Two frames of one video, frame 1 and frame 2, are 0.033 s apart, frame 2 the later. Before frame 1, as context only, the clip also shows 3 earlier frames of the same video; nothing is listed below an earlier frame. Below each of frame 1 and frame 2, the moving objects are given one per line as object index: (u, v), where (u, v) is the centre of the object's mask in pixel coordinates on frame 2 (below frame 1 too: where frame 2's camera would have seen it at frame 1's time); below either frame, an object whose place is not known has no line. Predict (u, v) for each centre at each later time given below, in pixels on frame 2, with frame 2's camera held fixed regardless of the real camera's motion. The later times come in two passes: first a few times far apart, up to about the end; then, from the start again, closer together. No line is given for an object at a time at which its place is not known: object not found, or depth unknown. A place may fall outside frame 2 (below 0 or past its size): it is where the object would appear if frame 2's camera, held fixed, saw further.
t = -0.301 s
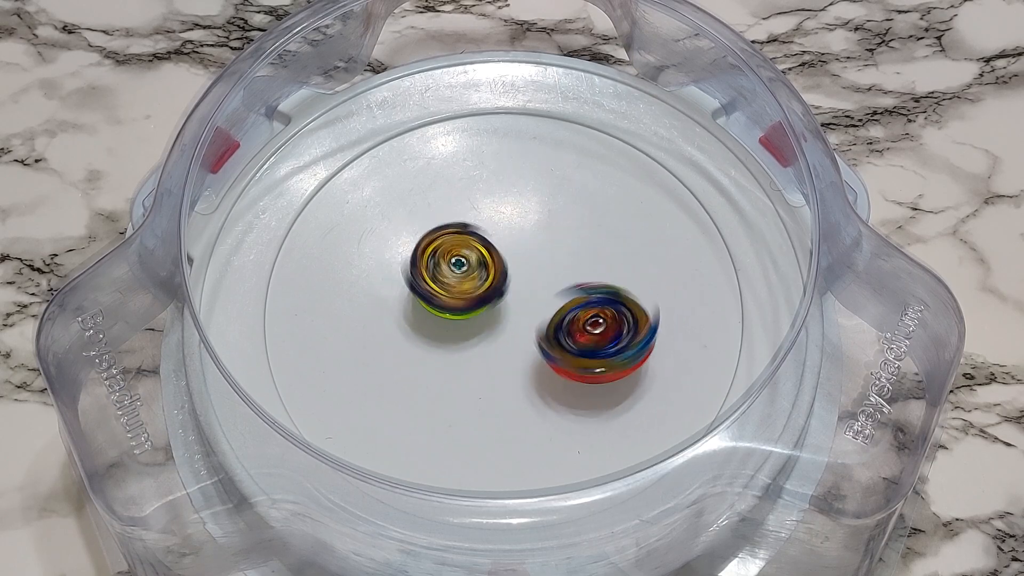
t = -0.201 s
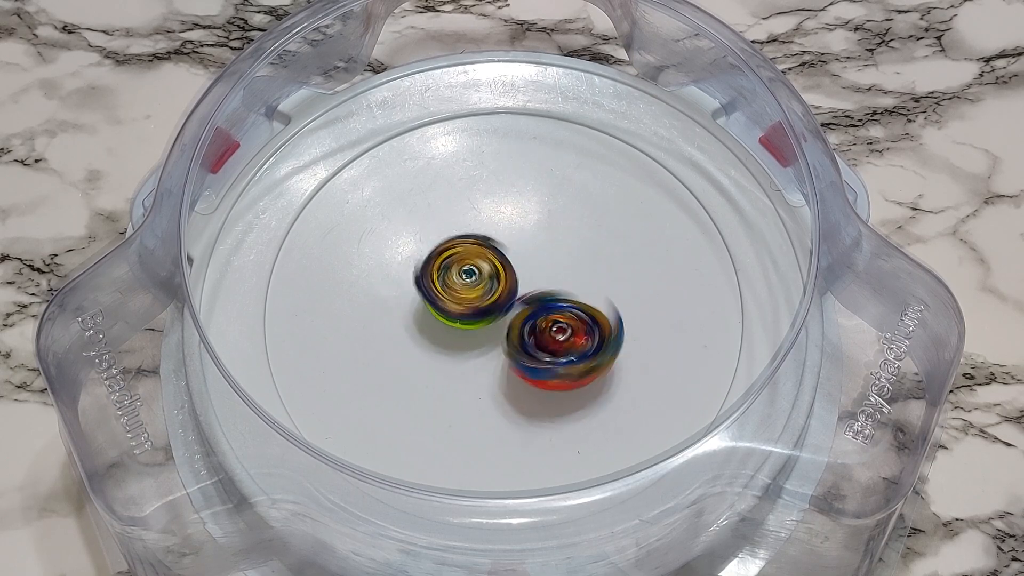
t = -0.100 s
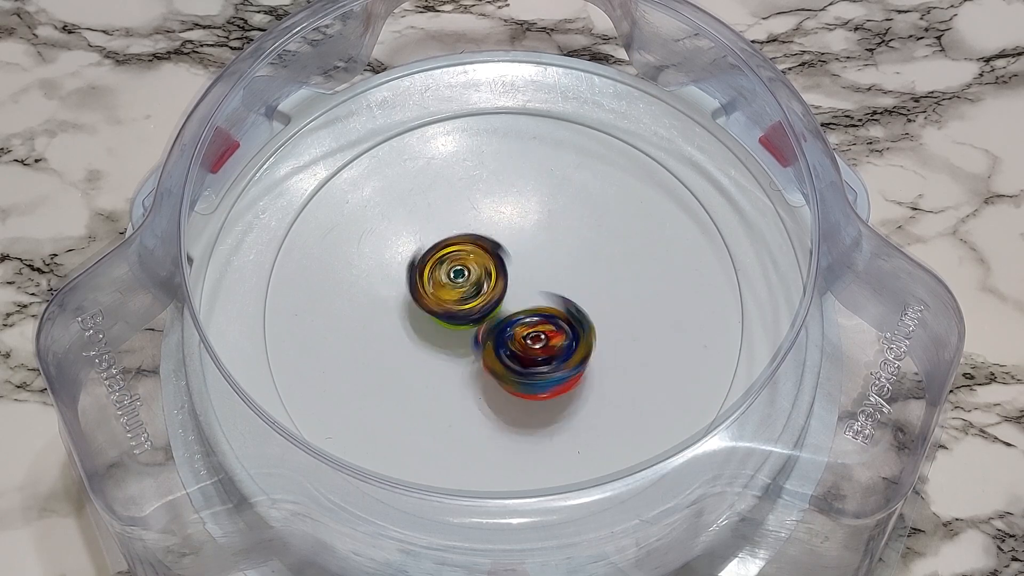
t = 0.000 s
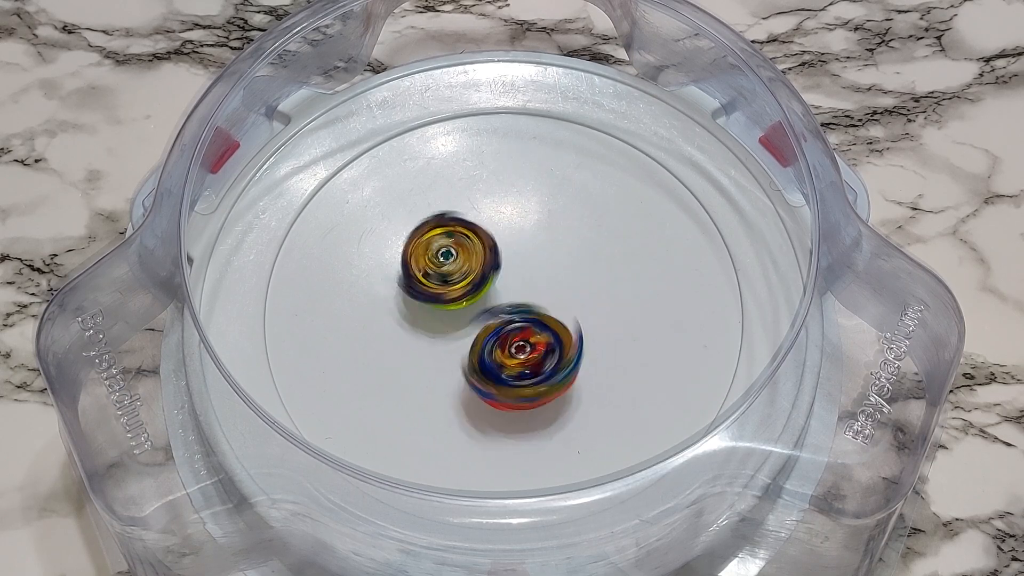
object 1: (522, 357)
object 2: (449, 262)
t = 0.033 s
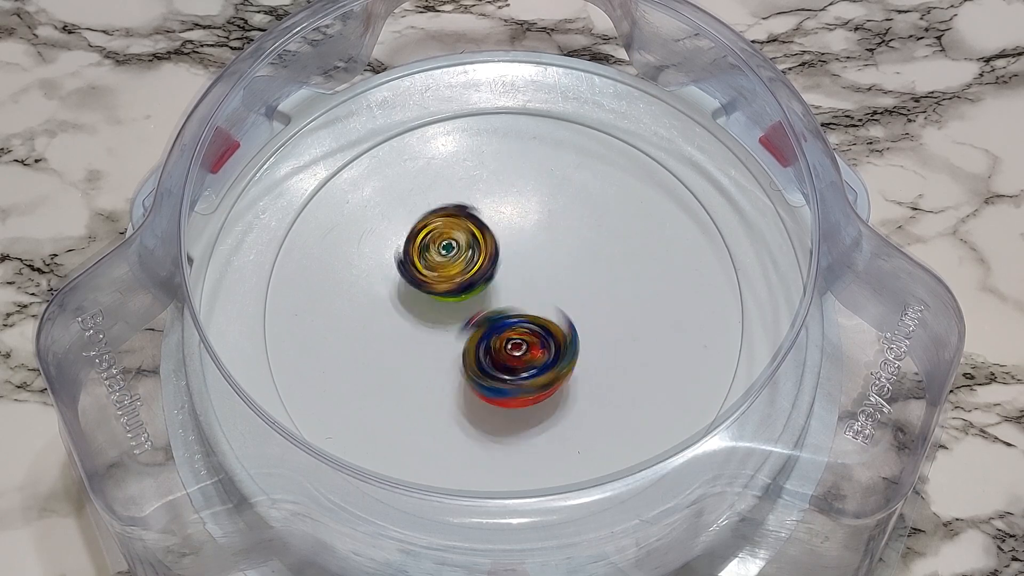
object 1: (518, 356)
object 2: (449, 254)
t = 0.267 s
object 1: (490, 334)
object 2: (469, 232)
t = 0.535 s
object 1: (479, 331)
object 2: (516, 218)
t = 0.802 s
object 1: (481, 326)
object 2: (560, 240)
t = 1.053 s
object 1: (476, 323)
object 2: (578, 281)
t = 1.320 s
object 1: (446, 312)
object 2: (558, 299)
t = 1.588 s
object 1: (438, 289)
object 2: (555, 294)
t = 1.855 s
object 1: (447, 275)
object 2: (572, 307)
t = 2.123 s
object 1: (447, 272)
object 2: (571, 310)
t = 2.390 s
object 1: (455, 268)
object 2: (544, 294)
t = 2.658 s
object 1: (456, 263)
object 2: (549, 282)
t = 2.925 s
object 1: (458, 266)
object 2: (543, 281)
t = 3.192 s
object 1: (458, 266)
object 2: (542, 280)
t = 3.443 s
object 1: (458, 268)
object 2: (545, 282)
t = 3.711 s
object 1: (458, 268)
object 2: (547, 284)
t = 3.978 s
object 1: (457, 267)
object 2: (542, 281)
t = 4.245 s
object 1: (457, 268)
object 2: (542, 281)
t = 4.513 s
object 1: (457, 268)
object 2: (542, 281)
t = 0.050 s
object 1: (516, 356)
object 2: (451, 250)
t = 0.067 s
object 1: (514, 355)
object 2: (450, 247)
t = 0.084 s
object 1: (512, 355)
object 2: (451, 245)
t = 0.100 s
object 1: (510, 355)
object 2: (453, 242)
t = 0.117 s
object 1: (507, 354)
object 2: (455, 241)
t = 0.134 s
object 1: (504, 353)
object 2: (457, 238)
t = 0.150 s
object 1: (503, 351)
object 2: (458, 237)
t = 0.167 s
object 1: (501, 349)
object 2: (461, 237)
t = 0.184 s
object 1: (500, 347)
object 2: (461, 235)
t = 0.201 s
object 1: (499, 345)
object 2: (463, 235)
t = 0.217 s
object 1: (496, 342)
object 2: (465, 234)
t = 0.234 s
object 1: (493, 338)
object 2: (465, 233)
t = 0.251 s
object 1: (491, 337)
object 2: (468, 233)
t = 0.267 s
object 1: (490, 334)
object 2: (469, 232)
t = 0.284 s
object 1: (489, 330)
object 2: (470, 233)
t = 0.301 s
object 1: (487, 329)
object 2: (473, 232)
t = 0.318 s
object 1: (485, 329)
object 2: (474, 229)
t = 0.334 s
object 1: (482, 330)
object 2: (475, 226)
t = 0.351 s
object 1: (478, 332)
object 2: (478, 223)
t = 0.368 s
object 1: (477, 332)
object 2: (481, 221)
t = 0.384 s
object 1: (477, 332)
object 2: (486, 220)
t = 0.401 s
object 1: (478, 332)
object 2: (491, 217)
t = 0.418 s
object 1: (479, 332)
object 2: (494, 217)
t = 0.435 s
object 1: (479, 333)
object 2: (498, 217)
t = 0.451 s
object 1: (480, 333)
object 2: (501, 216)
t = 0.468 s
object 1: (481, 333)
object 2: (504, 216)
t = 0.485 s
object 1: (481, 334)
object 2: (508, 216)
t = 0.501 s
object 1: (480, 333)
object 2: (510, 217)
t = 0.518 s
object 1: (480, 332)
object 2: (512, 218)
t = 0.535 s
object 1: (479, 331)
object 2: (516, 218)
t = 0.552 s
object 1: (479, 329)
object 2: (517, 219)
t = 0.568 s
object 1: (481, 327)
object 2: (521, 221)
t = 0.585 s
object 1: (483, 326)
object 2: (523, 221)
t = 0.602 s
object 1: (485, 324)
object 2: (525, 223)
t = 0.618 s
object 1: (488, 323)
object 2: (528, 226)
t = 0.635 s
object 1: (489, 323)
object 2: (530, 228)
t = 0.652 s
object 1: (487, 323)
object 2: (533, 229)
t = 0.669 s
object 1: (485, 323)
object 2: (536, 229)
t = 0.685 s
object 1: (483, 322)
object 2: (538, 231)
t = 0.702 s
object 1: (485, 321)
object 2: (540, 233)
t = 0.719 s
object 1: (487, 320)
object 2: (544, 236)
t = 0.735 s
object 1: (489, 320)
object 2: (547, 238)
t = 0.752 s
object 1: (490, 320)
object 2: (549, 240)
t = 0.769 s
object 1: (488, 323)
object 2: (554, 239)
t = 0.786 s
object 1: (484, 325)
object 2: (557, 239)
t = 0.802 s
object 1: (481, 326)
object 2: (560, 240)
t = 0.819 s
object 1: (477, 326)
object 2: (563, 241)
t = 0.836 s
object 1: (475, 326)
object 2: (568, 242)
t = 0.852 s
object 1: (474, 326)
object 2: (573, 245)
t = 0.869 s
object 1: (475, 327)
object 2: (578, 246)
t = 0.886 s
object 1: (475, 328)
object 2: (580, 248)
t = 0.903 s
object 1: (475, 328)
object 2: (581, 252)
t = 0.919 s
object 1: (475, 328)
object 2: (582, 254)
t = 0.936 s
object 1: (475, 329)
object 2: (582, 257)
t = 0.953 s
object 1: (475, 329)
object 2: (582, 261)
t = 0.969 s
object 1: (474, 329)
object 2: (584, 264)
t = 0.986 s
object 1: (474, 329)
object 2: (584, 267)
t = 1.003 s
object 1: (474, 328)
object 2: (584, 271)
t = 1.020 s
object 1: (473, 326)
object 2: (582, 274)
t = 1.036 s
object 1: (474, 325)
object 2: (579, 277)
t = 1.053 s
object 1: (476, 323)
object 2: (578, 281)
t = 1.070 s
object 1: (478, 322)
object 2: (576, 284)
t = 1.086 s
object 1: (474, 321)
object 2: (577, 285)
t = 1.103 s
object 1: (469, 322)
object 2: (579, 286)
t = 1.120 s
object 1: (464, 321)
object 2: (581, 287)
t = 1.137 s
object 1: (460, 320)
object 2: (581, 288)
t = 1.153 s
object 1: (457, 319)
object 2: (579, 289)
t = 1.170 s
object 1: (455, 319)
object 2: (579, 291)
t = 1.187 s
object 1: (453, 318)
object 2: (577, 292)
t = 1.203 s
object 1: (452, 317)
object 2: (575, 293)
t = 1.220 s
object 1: (451, 317)
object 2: (574, 296)
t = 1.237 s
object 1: (449, 316)
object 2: (573, 298)
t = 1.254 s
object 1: (448, 316)
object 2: (572, 299)
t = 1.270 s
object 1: (447, 315)
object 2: (570, 300)
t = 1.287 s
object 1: (447, 314)
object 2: (567, 300)
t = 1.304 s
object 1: (446, 313)
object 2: (562, 299)
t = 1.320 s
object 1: (446, 312)
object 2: (558, 299)
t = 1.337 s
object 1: (446, 310)
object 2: (555, 300)
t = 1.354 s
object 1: (442, 309)
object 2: (555, 299)
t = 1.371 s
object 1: (438, 308)
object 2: (558, 299)
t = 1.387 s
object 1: (435, 306)
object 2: (561, 299)
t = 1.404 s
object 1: (434, 303)
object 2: (564, 297)
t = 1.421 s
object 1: (432, 301)
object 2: (563, 297)
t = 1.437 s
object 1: (432, 299)
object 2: (562, 297)
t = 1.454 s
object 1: (433, 297)
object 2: (561, 297)
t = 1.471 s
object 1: (434, 296)
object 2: (560, 297)
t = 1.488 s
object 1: (436, 295)
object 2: (558, 298)
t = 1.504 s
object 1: (437, 295)
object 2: (558, 299)
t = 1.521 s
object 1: (438, 294)
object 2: (559, 298)
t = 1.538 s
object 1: (439, 294)
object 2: (557, 298)
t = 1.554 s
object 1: (439, 292)
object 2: (555, 297)
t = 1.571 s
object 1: (438, 291)
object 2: (555, 296)
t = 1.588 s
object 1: (438, 289)
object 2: (555, 294)
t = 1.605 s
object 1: (439, 287)
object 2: (553, 293)
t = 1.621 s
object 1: (439, 285)
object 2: (553, 294)
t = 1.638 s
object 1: (438, 283)
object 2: (554, 294)
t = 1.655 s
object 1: (439, 282)
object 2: (555, 294)
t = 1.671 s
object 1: (440, 280)
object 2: (556, 295)
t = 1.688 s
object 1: (443, 280)
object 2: (556, 296)
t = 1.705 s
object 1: (445, 280)
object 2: (558, 298)
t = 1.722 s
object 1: (448, 280)
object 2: (559, 298)
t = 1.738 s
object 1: (450, 280)
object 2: (561, 298)
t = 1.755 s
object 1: (452, 281)
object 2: (562, 299)
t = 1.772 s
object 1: (453, 281)
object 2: (563, 300)
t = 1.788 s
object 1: (453, 280)
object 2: (562, 300)
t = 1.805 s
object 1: (450, 279)
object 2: (565, 301)
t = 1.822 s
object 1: (448, 278)
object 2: (567, 303)
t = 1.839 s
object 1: (447, 276)
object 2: (569, 305)
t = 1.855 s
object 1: (447, 275)
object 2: (572, 307)
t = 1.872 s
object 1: (447, 274)
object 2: (574, 307)
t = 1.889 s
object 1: (448, 273)
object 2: (575, 307)
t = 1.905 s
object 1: (449, 272)
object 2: (577, 308)
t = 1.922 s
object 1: (451, 271)
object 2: (578, 308)
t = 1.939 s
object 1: (453, 271)
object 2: (579, 308)
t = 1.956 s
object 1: (455, 272)
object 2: (577, 308)
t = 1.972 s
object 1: (457, 272)
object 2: (576, 309)
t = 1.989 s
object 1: (460, 273)
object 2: (574, 309)
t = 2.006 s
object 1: (462, 274)
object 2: (573, 309)
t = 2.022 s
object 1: (463, 276)
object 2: (571, 309)
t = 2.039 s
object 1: (462, 278)
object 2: (569, 309)
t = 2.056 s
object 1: (458, 278)
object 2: (570, 309)
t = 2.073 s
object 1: (454, 277)
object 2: (571, 310)
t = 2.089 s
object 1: (450, 275)
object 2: (571, 311)
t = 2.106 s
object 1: (448, 274)
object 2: (571, 311)
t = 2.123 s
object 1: (447, 272)
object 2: (571, 310)
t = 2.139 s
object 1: (446, 271)
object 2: (570, 310)
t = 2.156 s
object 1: (444, 269)
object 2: (569, 309)
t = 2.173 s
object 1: (444, 268)
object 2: (568, 309)
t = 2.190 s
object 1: (445, 267)
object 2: (567, 308)
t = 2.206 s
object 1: (446, 266)
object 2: (565, 307)
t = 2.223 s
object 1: (447, 266)
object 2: (563, 306)
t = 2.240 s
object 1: (448, 266)
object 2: (560, 305)
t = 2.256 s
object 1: (449, 266)
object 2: (557, 305)
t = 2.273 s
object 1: (451, 266)
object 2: (555, 303)
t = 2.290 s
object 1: (453, 267)
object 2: (553, 301)
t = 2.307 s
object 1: (454, 268)
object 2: (550, 299)
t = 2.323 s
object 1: (454, 268)
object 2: (546, 297)
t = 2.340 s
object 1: (454, 268)
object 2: (545, 295)
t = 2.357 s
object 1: (454, 268)
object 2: (544, 295)
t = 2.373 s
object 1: (455, 268)
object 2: (545, 295)
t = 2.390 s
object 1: (455, 268)
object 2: (544, 294)
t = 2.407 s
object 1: (455, 267)
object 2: (545, 293)
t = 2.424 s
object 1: (455, 266)
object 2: (545, 291)
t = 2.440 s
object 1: (455, 266)
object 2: (545, 290)
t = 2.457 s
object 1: (455, 265)
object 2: (546, 290)
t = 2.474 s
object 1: (455, 265)
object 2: (546, 289)
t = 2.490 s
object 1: (455, 265)
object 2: (547, 288)
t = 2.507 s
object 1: (455, 264)
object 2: (547, 287)
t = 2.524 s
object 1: (455, 263)
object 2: (547, 286)
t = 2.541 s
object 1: (455, 262)
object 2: (547, 285)
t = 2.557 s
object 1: (455, 262)
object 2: (547, 284)
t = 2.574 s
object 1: (455, 261)
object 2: (548, 284)
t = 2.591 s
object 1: (456, 261)
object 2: (548, 283)
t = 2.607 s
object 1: (456, 262)
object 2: (549, 283)
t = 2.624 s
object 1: (456, 262)
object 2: (549, 283)
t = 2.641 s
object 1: (456, 262)
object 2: (549, 283)
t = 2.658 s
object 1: (456, 263)
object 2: (549, 282)
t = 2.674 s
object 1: (456, 263)
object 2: (548, 282)
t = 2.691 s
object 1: (456, 264)
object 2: (548, 282)
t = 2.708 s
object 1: (456, 265)
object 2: (548, 282)
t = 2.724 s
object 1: (456, 266)
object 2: (548, 282)
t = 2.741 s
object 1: (456, 266)
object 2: (548, 281)
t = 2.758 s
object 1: (456, 267)
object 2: (547, 281)
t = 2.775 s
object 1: (456, 269)
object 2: (547, 279)
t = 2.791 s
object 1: (456, 270)
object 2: (547, 279)
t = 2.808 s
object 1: (455, 270)
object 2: (546, 279)
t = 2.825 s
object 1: (455, 270)
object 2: (546, 280)
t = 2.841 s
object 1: (456, 270)
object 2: (546, 281)
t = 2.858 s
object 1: (456, 269)
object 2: (546, 282)
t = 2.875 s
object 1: (457, 268)
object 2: (545, 282)
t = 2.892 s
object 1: (457, 267)
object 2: (544, 282)
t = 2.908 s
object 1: (457, 267)
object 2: (543, 282)
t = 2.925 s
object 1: (458, 266)
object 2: (543, 281)
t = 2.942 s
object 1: (458, 267)
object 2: (542, 280)
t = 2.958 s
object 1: (458, 267)
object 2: (543, 280)
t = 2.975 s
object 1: (458, 267)
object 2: (542, 280)
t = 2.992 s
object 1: (458, 267)
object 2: (543, 280)
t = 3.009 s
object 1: (458, 267)
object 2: (543, 280)
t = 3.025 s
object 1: (458, 266)
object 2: (544, 280)
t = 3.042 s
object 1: (459, 266)
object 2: (544, 280)
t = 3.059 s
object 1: (458, 266)
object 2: (543, 281)
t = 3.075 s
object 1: (458, 266)
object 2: (543, 281)
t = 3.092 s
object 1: (458, 266)
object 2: (542, 281)
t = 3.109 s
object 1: (458, 266)
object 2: (542, 281)
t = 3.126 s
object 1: (458, 266)
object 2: (543, 280)
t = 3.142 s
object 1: (459, 266)
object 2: (543, 280)
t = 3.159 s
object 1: (459, 266)
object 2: (543, 281)
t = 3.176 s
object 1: (459, 266)
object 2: (543, 281)
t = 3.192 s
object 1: (458, 266)
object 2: (542, 280)
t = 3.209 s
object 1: (458, 266)
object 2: (542, 280)
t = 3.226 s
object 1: (458, 266)
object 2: (542, 280)
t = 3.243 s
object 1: (458, 266)
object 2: (542, 280)
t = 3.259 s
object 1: (457, 266)
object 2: (541, 280)
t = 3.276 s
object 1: (457, 266)
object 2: (541, 280)
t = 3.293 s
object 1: (457, 266)
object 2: (540, 280)
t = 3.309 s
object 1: (457, 266)
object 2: (541, 280)
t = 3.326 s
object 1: (458, 266)
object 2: (541, 280)
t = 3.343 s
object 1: (458, 266)
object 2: (541, 280)
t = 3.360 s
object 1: (457, 266)
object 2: (541, 281)
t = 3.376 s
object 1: (458, 267)
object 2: (542, 281)
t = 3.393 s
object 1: (458, 267)
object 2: (543, 281)
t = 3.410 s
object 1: (458, 267)
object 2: (544, 281)
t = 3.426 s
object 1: (458, 268)
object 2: (545, 282)
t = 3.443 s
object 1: (458, 268)
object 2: (545, 282)
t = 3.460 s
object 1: (458, 268)
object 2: (545, 282)
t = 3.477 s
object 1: (458, 268)
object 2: (546, 282)
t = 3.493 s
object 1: (458, 268)
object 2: (546, 282)
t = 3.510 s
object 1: (458, 268)
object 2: (546, 283)
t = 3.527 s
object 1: (458, 269)
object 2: (546, 283)
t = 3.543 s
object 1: (458, 269)
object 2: (546, 283)
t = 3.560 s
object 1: (458, 269)
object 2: (546, 283)
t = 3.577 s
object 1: (457, 269)
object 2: (546, 283)
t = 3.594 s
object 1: (458, 269)
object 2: (547, 284)
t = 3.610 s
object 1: (458, 269)
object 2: (546, 284)
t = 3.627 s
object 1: (458, 269)
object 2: (546, 284)
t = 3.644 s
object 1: (458, 268)
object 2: (546, 284)
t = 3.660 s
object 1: (458, 268)
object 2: (547, 284)
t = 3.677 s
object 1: (458, 268)
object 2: (547, 284)
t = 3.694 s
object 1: (458, 268)
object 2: (547, 284)
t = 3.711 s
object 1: (458, 268)
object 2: (547, 284)
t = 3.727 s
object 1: (459, 268)
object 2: (547, 284)
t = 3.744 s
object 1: (459, 267)
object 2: (547, 284)
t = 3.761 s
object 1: (458, 267)
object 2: (547, 284)
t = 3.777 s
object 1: (459, 267)
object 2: (546, 284)
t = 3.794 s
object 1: (459, 267)
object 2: (546, 284)
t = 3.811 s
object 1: (459, 267)
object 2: (546, 283)
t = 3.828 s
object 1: (459, 267)
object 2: (546, 283)
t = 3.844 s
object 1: (459, 267)
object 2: (546, 283)
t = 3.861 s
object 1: (459, 267)
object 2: (545, 283)
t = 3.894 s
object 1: (458, 267)
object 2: (545, 282)
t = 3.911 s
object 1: (458, 267)
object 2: (544, 282)
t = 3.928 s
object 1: (458, 267)
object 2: (543, 282)
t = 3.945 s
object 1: (458, 267)
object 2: (542, 281)
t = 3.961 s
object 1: (458, 267)
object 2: (542, 281)
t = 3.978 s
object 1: (457, 267)
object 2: (542, 281)
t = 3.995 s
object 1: (457, 267)
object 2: (542, 281)
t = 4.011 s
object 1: (457, 267)
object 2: (542, 281)
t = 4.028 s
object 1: (457, 268)
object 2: (542, 281)
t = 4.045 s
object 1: (457, 268)
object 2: (542, 281)
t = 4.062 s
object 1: (457, 268)
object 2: (542, 281)
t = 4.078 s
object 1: (457, 268)
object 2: (542, 281)
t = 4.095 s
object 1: (457, 268)
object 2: (542, 281)
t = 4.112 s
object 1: (457, 268)
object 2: (542, 281)
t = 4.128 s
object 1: (457, 268)
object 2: (542, 281)
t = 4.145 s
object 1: (457, 268)
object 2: (542, 281)
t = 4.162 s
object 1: (457, 268)
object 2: (542, 281)
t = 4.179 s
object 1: (457, 268)
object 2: (542, 281)
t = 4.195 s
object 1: (457, 268)
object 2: (542, 281)
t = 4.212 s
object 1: (457, 268)
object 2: (542, 281)
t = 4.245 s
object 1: (457, 268)
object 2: (542, 281)
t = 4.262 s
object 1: (457, 268)
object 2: (542, 281)
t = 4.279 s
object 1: (457, 268)
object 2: (542, 281)
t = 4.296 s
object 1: (457, 268)
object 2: (542, 281)
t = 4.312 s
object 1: (457, 268)
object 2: (542, 281)
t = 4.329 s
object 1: (457, 268)
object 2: (542, 281)
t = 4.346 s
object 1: (457, 268)
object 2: (542, 281)
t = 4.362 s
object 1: (457, 268)
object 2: (542, 281)
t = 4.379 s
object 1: (457, 268)
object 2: (542, 281)
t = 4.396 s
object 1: (457, 268)
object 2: (542, 281)
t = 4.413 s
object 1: (457, 268)
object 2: (542, 281)
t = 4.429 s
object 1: (457, 268)
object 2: (542, 281)
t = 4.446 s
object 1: (457, 268)
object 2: (542, 281)
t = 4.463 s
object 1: (457, 268)
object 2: (542, 281)
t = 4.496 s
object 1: (457, 268)
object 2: (542, 281)
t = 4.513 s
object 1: (457, 268)
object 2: (542, 281)
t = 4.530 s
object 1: (457, 268)
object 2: (542, 281)
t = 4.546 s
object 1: (457, 268)
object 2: (542, 281)
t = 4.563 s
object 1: (457, 268)
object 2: (542, 281)
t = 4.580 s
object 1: (457, 268)
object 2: (542, 281)
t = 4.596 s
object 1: (457, 268)
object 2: (542, 281)
